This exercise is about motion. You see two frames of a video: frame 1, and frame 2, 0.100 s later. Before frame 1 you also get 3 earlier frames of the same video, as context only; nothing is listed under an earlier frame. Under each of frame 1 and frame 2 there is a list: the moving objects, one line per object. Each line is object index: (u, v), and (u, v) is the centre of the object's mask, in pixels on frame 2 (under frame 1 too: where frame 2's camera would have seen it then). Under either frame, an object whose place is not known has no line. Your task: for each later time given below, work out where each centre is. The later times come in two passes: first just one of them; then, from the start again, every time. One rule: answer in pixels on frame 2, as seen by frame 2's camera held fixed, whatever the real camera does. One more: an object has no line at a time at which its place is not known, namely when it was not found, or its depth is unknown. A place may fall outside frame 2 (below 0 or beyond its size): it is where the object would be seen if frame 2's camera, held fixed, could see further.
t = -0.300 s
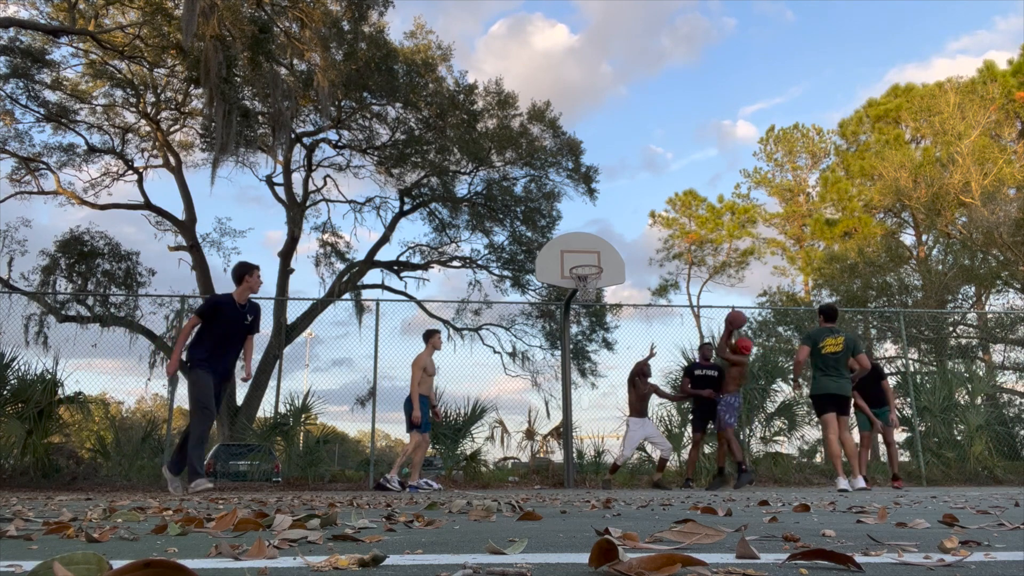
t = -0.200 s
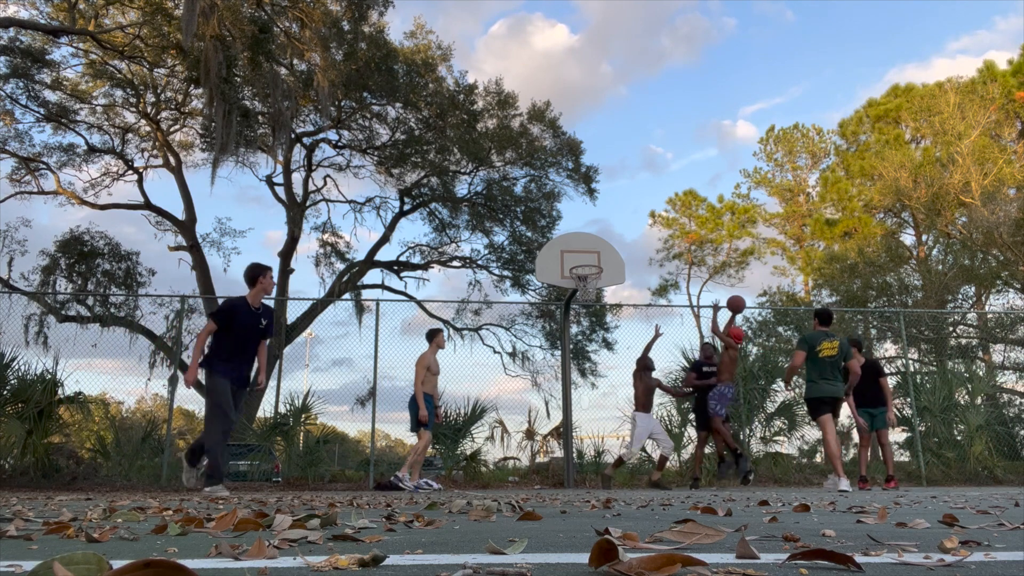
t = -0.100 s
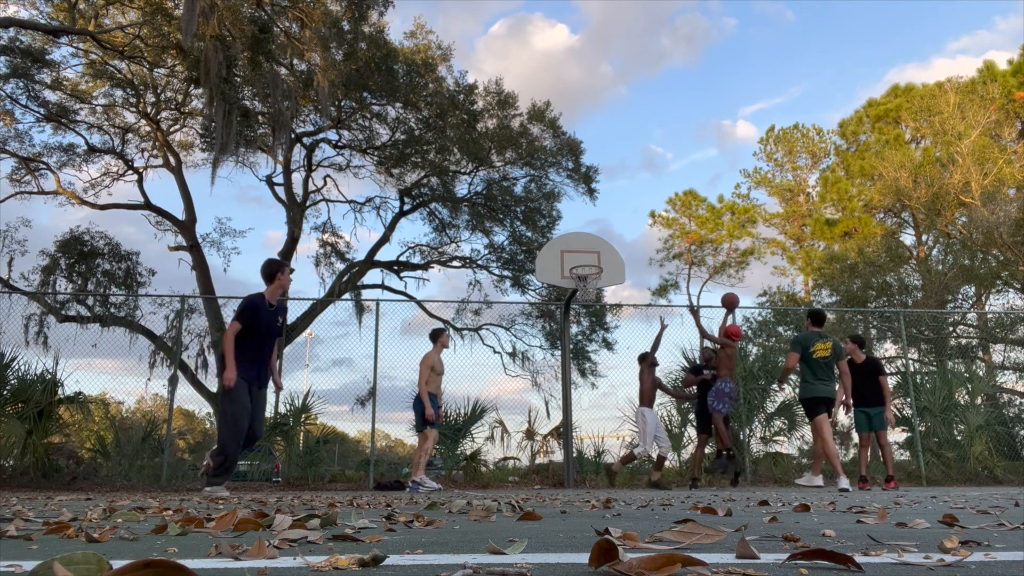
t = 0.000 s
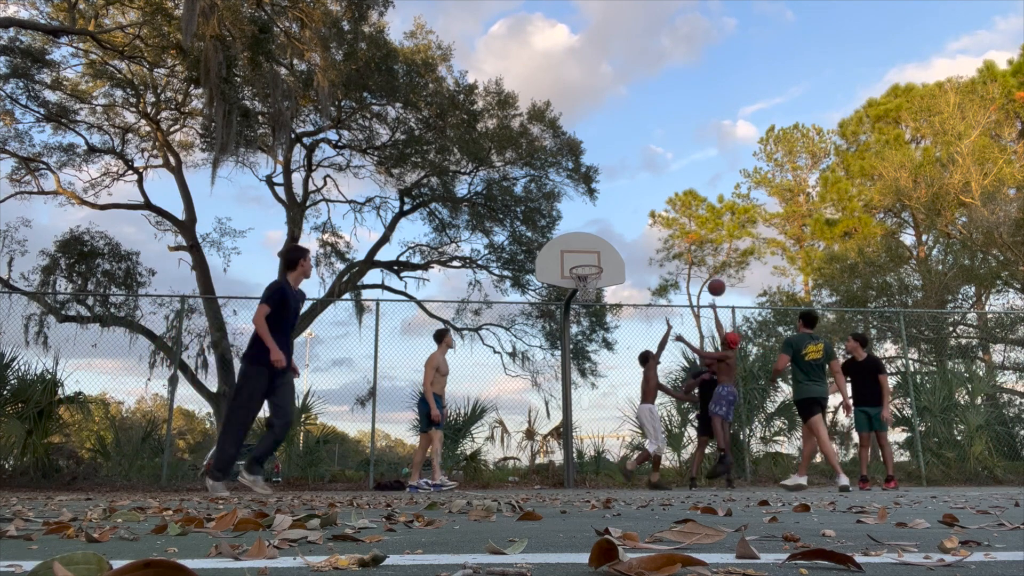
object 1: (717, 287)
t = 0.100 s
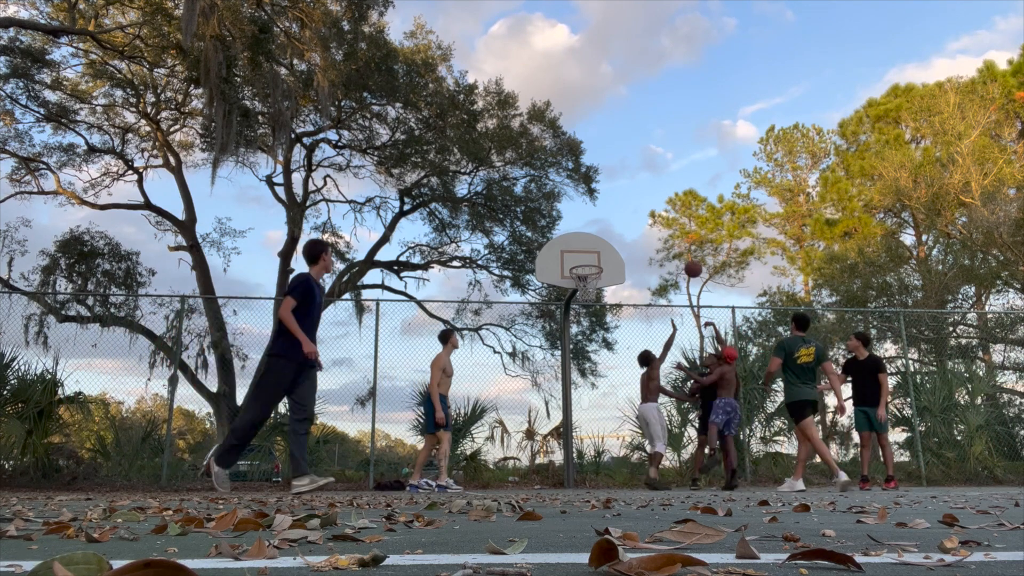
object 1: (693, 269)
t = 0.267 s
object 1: (657, 254)
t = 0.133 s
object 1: (685, 265)
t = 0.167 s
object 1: (678, 261)
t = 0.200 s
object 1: (670, 258)
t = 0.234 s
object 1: (663, 256)
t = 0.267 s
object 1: (657, 254)
